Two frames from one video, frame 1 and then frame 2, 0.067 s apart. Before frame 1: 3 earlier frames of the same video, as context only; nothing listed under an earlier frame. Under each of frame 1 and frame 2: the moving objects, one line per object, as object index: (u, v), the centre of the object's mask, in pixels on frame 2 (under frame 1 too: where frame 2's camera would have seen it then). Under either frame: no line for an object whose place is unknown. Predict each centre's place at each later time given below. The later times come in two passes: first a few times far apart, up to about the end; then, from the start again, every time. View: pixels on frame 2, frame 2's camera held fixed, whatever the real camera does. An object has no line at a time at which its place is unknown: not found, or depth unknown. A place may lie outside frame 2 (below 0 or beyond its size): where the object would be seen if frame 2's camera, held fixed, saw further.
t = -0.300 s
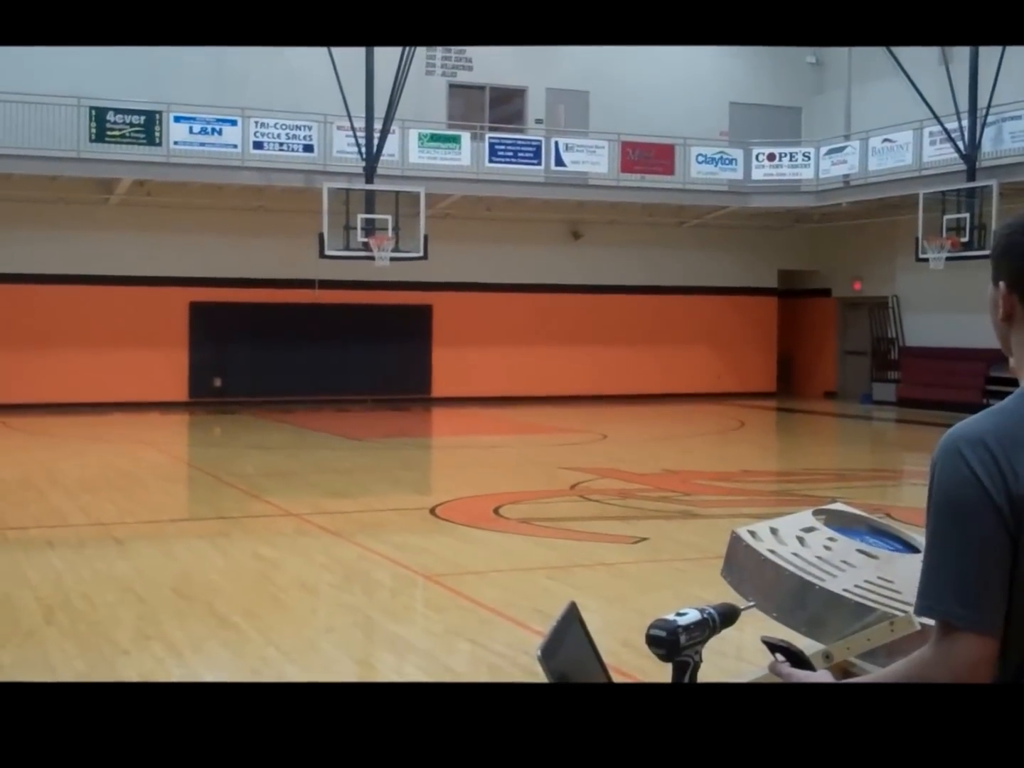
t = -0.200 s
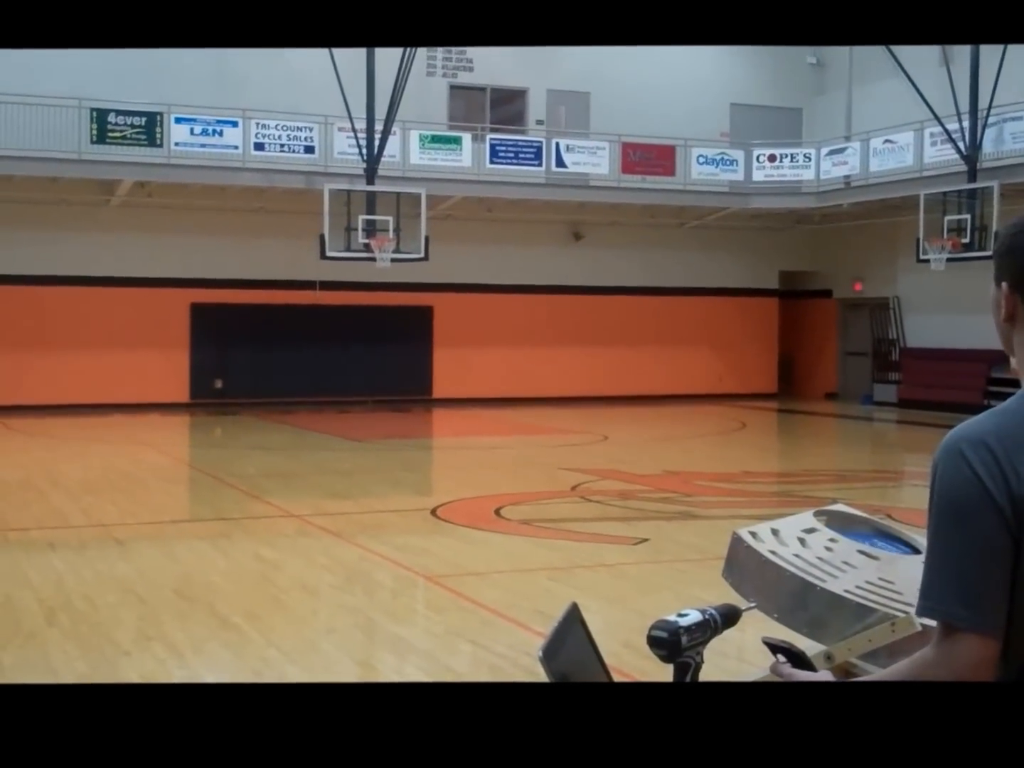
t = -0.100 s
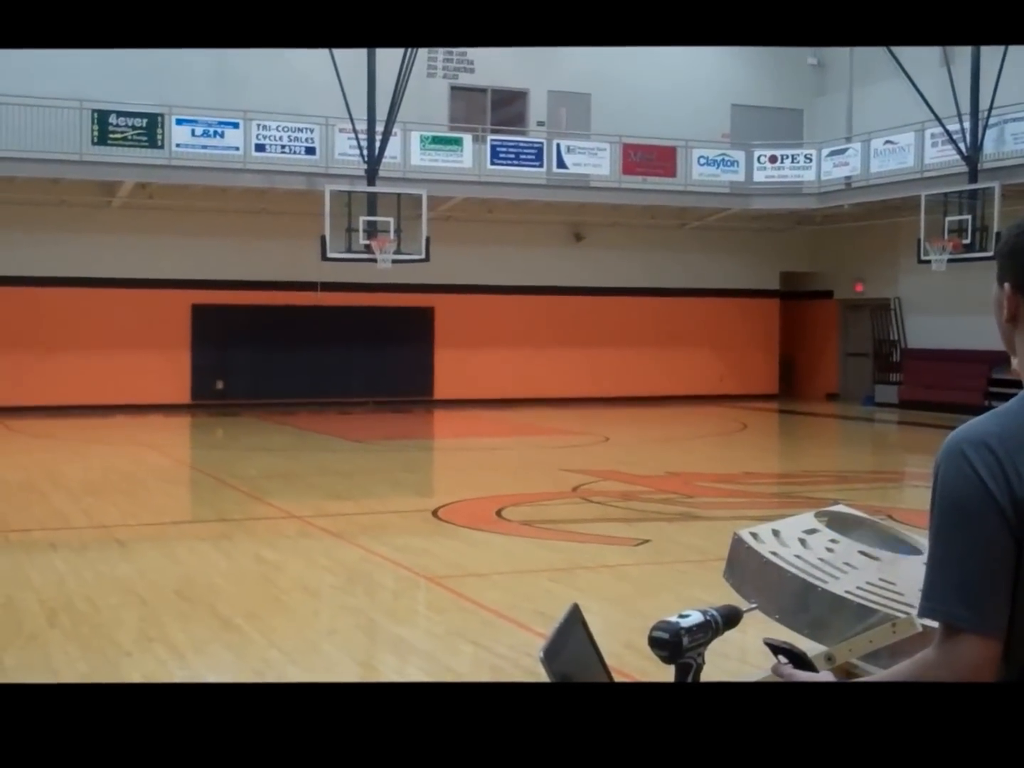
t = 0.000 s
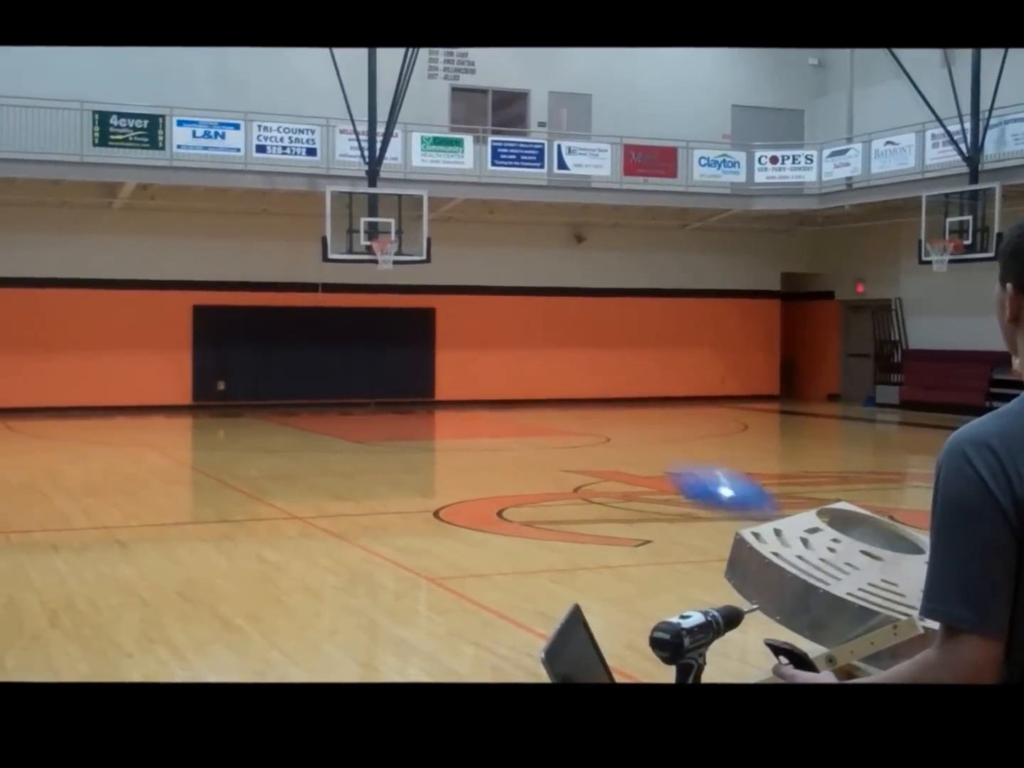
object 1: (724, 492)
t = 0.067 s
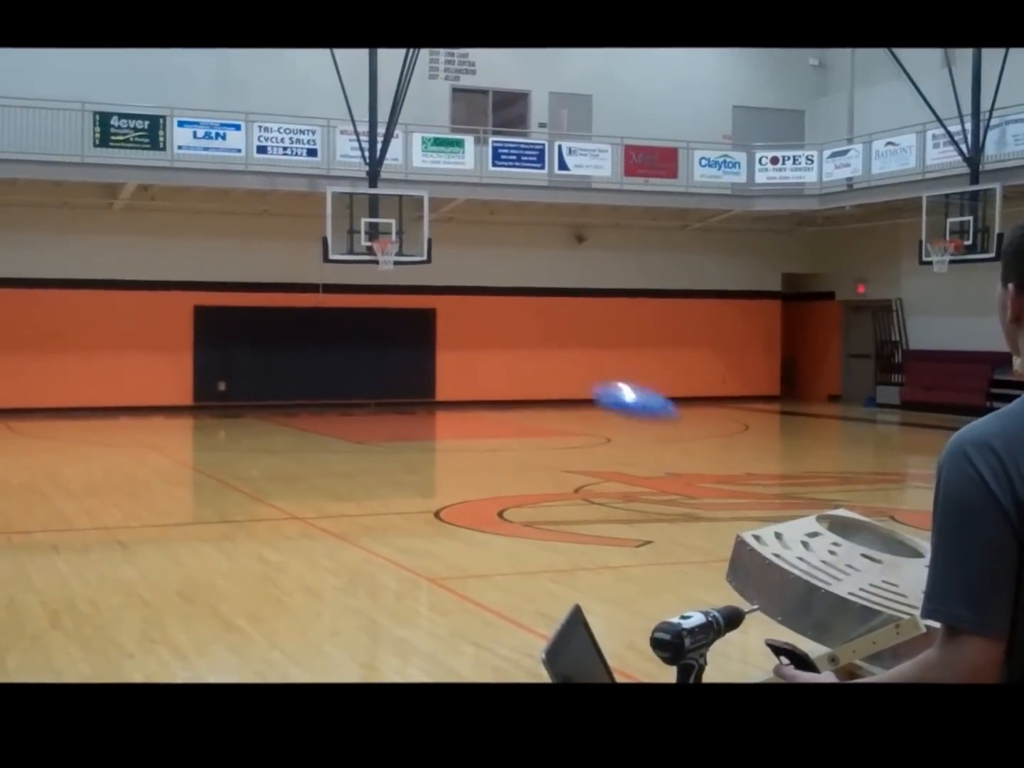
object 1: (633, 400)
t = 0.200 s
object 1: (533, 309)
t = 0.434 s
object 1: (452, 250)
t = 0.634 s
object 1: (419, 229)
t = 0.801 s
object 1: (403, 223)
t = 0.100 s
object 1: (600, 370)
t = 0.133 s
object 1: (574, 346)
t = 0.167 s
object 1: (552, 326)
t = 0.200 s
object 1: (533, 309)
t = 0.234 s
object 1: (516, 296)
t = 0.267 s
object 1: (502, 286)
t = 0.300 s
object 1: (489, 276)
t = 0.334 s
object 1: (478, 267)
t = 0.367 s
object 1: (468, 260)
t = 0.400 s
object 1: (460, 255)
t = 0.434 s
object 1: (452, 250)
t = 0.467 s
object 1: (445, 245)
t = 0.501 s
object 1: (438, 241)
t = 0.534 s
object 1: (433, 237)
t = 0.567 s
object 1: (428, 234)
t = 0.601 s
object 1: (422, 232)
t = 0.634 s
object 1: (419, 229)
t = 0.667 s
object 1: (415, 227)
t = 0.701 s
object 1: (411, 226)
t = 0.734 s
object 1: (409, 225)
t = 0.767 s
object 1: (405, 224)
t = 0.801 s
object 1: (403, 223)
